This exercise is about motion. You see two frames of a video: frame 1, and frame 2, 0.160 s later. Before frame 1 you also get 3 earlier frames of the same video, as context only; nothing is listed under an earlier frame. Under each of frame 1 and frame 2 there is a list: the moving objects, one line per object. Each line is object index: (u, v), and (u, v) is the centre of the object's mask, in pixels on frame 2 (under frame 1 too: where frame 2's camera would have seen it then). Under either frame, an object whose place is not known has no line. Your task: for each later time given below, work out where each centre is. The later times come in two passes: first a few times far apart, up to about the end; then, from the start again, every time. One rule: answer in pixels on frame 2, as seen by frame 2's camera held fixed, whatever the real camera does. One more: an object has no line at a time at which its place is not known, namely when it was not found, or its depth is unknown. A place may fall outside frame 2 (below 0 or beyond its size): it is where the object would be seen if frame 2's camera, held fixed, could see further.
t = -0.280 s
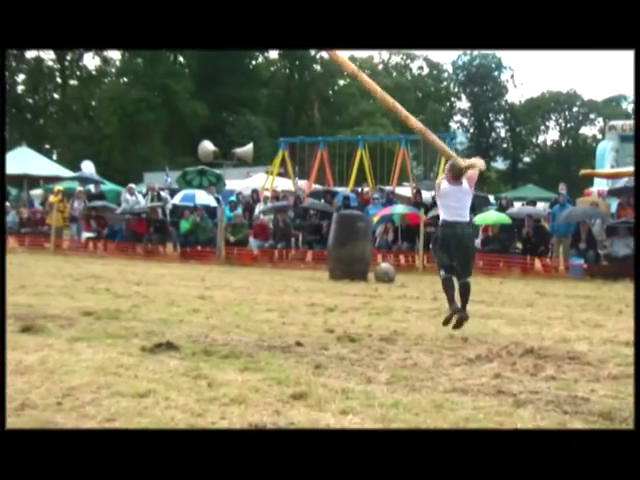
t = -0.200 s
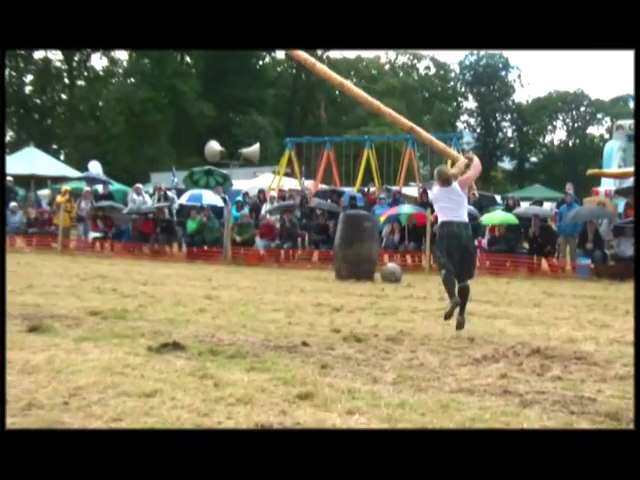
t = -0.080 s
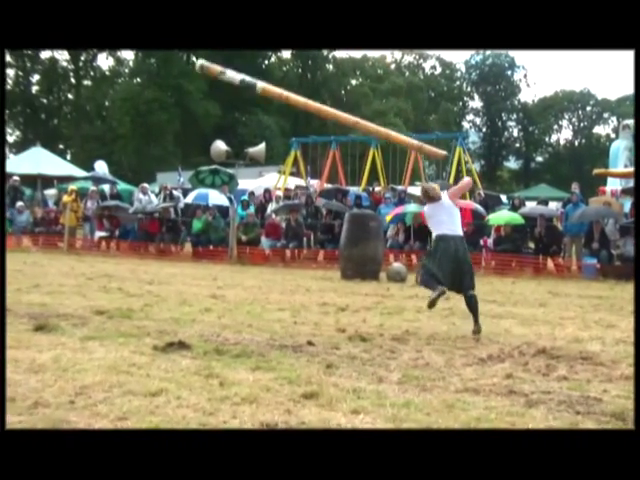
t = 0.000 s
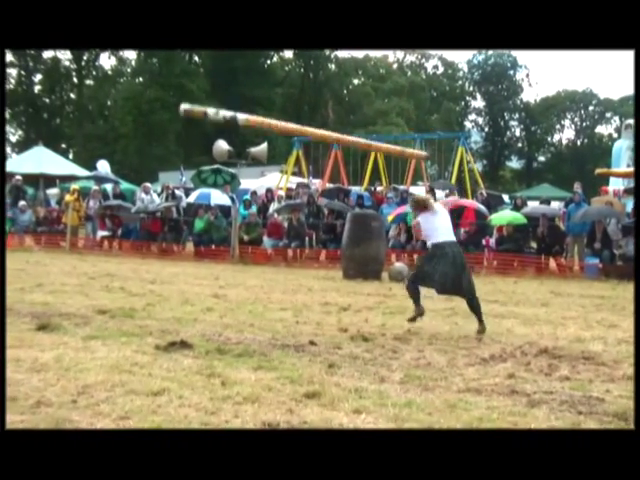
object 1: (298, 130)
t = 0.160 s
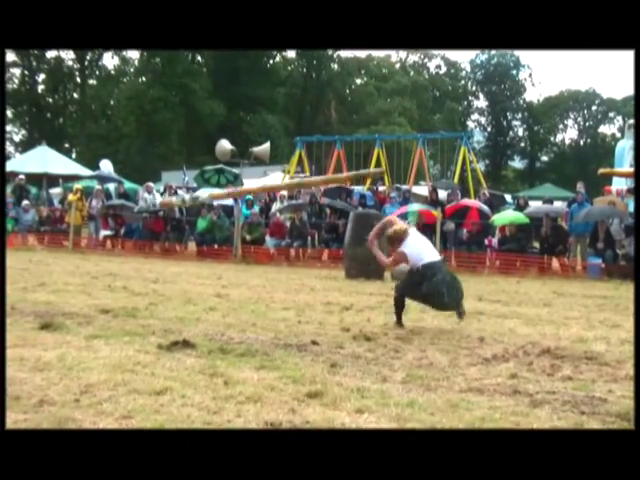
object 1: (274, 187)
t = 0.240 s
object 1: (246, 222)
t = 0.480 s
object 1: (222, 291)
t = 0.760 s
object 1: (228, 274)
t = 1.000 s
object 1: (229, 298)
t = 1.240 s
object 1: (231, 297)
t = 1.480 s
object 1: (231, 298)
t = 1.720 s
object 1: (231, 298)
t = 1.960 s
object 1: (231, 298)
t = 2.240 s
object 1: (231, 297)
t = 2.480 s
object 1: (231, 297)
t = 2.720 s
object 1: (236, 298)
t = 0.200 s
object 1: (255, 205)
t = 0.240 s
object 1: (246, 222)
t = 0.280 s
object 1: (235, 241)
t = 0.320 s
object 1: (239, 253)
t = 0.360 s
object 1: (228, 268)
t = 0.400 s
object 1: (221, 282)
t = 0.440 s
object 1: (208, 289)
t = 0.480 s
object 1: (222, 291)
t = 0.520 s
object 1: (224, 287)
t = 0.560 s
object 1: (224, 283)
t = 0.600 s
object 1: (223, 279)
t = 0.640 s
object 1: (226, 276)
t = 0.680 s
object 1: (226, 274)
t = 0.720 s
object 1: (228, 274)
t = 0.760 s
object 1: (228, 274)
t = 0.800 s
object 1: (228, 276)
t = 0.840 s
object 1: (228, 279)
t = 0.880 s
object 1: (230, 284)
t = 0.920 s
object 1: (231, 289)
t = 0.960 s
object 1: (231, 296)
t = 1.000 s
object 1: (229, 298)
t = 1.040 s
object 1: (232, 297)
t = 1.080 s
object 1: (233, 296)
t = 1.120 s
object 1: (234, 296)
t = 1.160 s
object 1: (234, 297)
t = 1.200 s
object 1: (230, 297)
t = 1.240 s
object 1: (231, 297)
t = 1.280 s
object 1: (233, 297)
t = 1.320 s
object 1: (232, 297)
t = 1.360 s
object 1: (232, 297)
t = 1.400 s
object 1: (232, 298)
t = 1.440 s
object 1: (232, 298)
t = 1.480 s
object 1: (231, 298)
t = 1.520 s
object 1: (231, 298)
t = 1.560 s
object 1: (231, 298)
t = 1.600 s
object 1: (231, 298)
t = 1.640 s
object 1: (231, 298)
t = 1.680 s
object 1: (232, 298)
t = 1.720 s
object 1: (231, 298)
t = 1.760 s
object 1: (231, 298)
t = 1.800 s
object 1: (230, 298)
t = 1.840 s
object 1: (231, 297)
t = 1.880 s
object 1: (231, 298)
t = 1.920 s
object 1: (231, 298)
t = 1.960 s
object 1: (231, 298)
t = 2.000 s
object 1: (231, 298)
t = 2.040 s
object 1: (231, 298)
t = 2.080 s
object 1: (231, 297)
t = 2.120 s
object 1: (231, 298)
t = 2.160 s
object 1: (231, 298)
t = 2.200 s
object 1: (231, 297)
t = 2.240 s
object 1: (231, 297)
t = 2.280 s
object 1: (231, 297)
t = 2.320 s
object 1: (231, 297)
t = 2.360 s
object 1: (231, 297)
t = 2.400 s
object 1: (231, 297)
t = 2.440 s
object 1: (231, 298)
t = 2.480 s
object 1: (231, 297)
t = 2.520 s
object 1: (231, 297)
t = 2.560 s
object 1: (231, 297)
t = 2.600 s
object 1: (232, 297)
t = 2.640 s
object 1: (232, 298)
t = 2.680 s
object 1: (232, 298)
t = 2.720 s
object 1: (236, 298)
